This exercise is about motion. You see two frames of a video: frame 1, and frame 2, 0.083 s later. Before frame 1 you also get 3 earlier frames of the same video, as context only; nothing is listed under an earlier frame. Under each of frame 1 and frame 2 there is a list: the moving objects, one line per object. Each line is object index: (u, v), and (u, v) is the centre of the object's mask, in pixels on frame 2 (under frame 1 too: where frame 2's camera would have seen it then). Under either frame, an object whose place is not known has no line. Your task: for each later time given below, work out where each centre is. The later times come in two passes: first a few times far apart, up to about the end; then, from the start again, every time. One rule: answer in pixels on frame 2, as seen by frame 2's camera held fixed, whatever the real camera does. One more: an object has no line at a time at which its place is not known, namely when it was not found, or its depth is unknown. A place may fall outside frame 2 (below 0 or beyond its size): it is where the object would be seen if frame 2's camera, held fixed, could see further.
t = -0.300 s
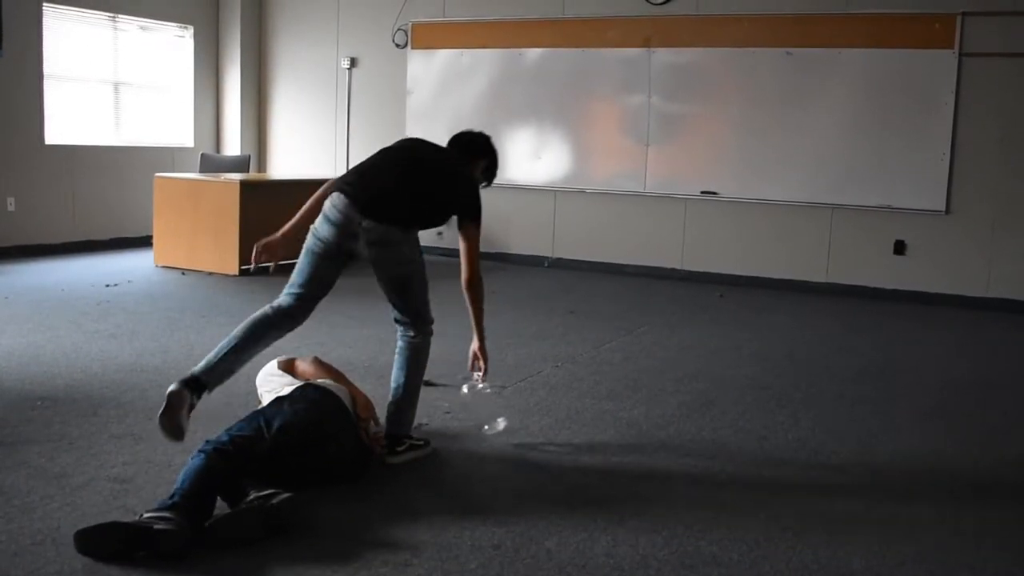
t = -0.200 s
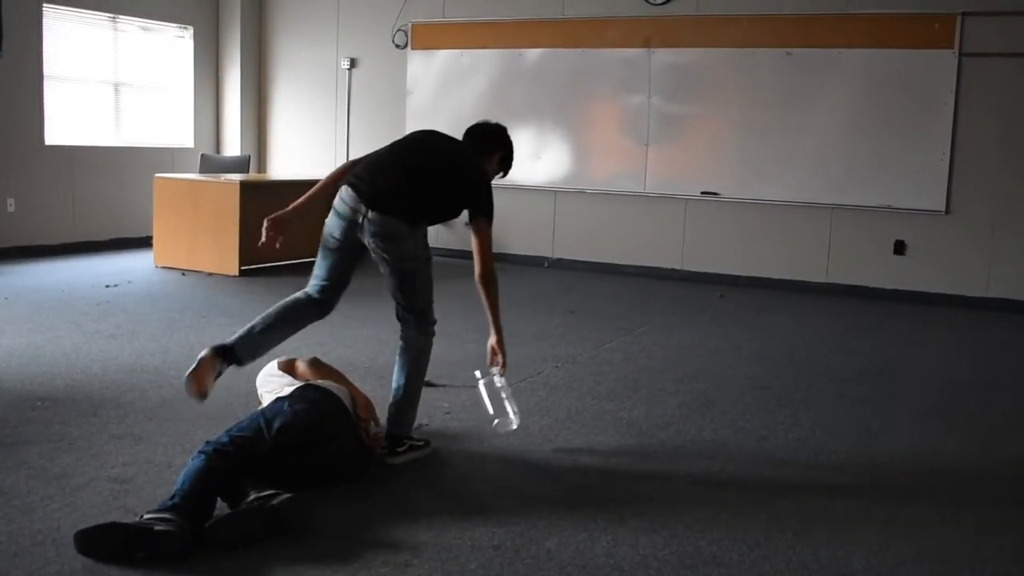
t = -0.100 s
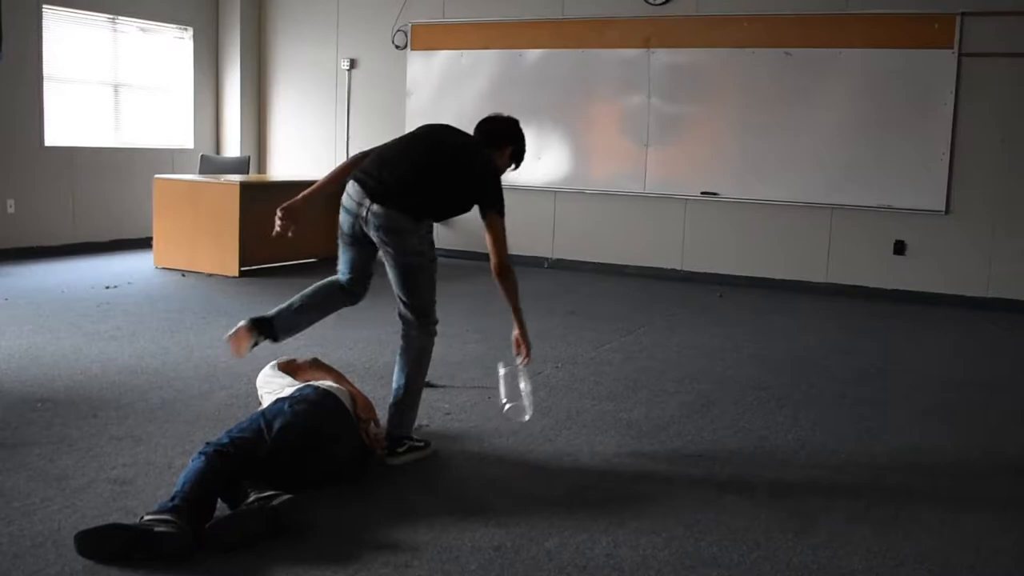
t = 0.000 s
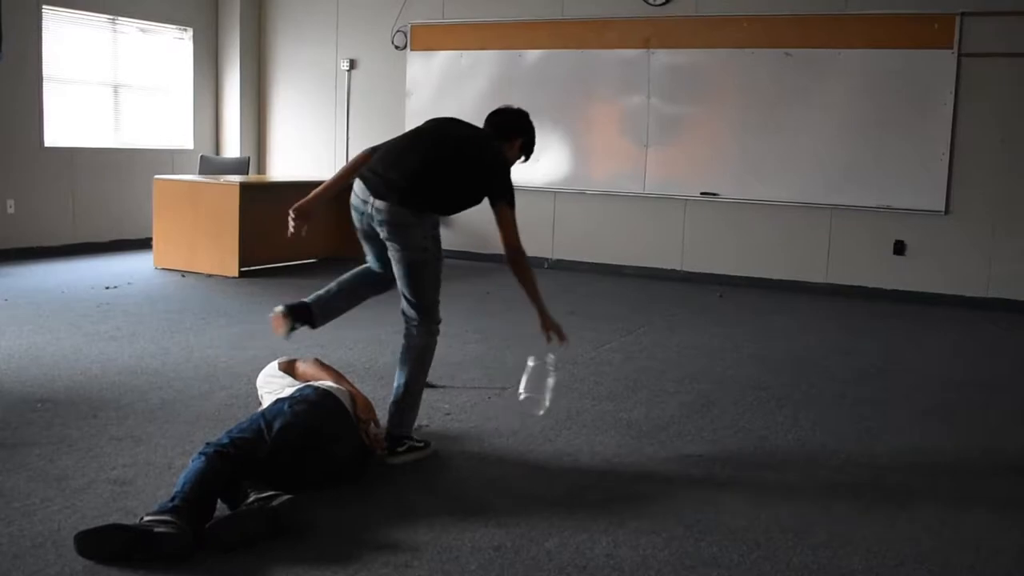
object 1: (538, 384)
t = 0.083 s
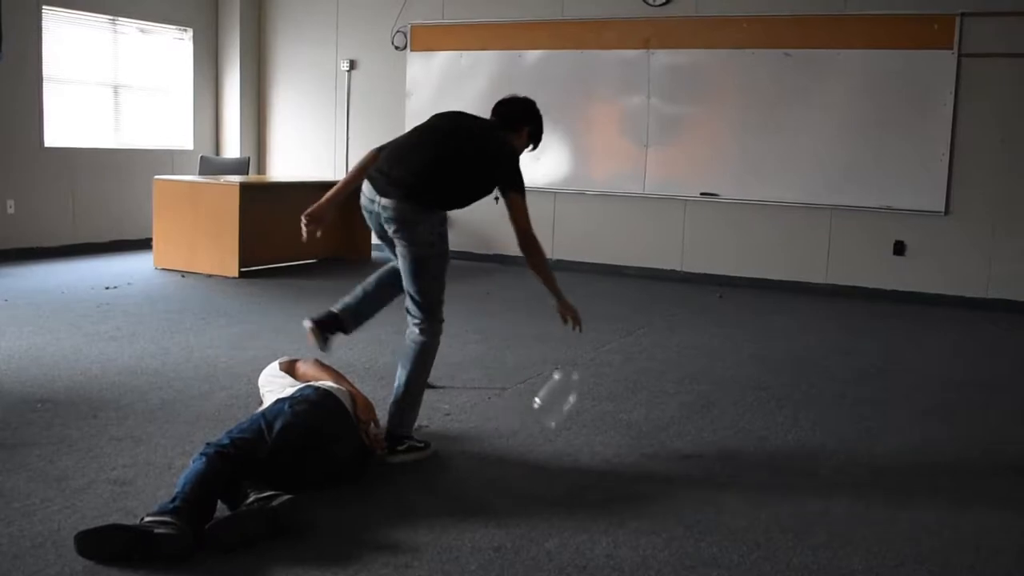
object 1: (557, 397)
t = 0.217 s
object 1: (584, 426)
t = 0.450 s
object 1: (623, 431)
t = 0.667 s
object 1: (628, 433)
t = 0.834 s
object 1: (629, 433)
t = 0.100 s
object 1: (561, 401)
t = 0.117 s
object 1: (564, 407)
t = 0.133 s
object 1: (565, 415)
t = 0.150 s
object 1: (570, 422)
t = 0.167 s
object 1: (577, 429)
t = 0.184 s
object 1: (577, 429)
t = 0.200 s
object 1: (580, 429)
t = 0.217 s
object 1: (584, 426)
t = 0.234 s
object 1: (588, 425)
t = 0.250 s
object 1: (592, 425)
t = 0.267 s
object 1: (596, 427)
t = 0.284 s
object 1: (599, 428)
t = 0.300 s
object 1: (602, 428)
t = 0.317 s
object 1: (605, 428)
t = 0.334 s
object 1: (608, 430)
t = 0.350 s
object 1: (611, 429)
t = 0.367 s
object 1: (613, 428)
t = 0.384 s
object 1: (615, 429)
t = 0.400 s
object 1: (617, 430)
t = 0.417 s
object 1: (620, 431)
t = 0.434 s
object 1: (621, 431)
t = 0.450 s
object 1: (623, 431)
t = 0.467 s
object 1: (624, 431)
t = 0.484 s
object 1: (625, 431)
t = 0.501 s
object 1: (626, 431)
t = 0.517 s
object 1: (626, 432)
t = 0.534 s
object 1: (627, 432)
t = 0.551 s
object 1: (628, 432)
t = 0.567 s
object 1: (628, 433)
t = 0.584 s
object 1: (628, 433)
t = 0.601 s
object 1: (628, 433)
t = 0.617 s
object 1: (628, 433)
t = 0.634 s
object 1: (628, 433)
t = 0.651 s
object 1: (628, 433)
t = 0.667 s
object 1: (628, 433)
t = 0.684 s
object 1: (629, 433)
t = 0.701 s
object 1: (629, 433)
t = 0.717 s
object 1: (628, 433)
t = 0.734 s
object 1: (628, 433)
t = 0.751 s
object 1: (628, 433)
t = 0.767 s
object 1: (628, 433)
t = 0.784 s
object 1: (629, 433)
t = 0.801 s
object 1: (629, 433)
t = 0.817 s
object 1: (629, 433)
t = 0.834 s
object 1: (629, 433)
